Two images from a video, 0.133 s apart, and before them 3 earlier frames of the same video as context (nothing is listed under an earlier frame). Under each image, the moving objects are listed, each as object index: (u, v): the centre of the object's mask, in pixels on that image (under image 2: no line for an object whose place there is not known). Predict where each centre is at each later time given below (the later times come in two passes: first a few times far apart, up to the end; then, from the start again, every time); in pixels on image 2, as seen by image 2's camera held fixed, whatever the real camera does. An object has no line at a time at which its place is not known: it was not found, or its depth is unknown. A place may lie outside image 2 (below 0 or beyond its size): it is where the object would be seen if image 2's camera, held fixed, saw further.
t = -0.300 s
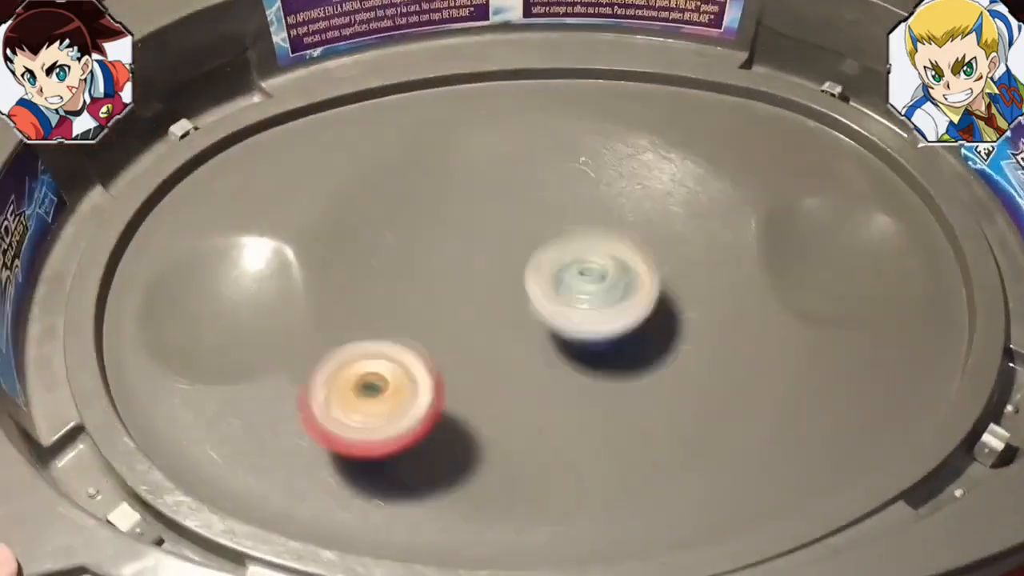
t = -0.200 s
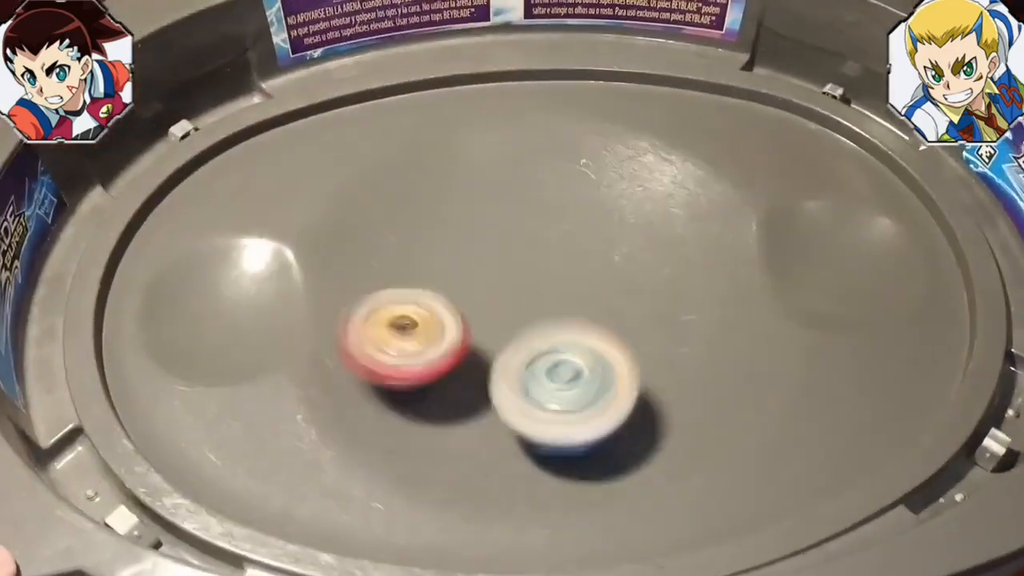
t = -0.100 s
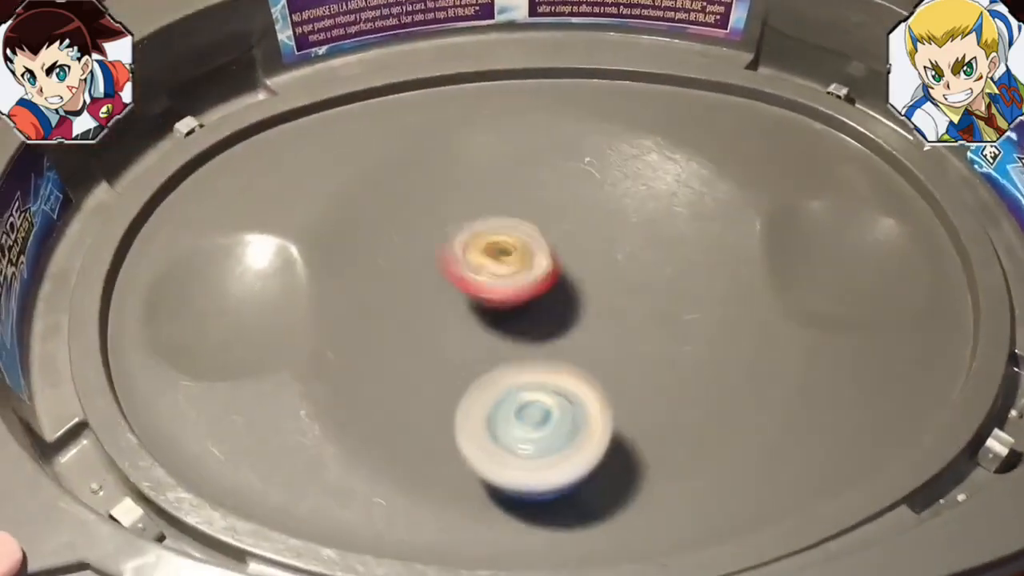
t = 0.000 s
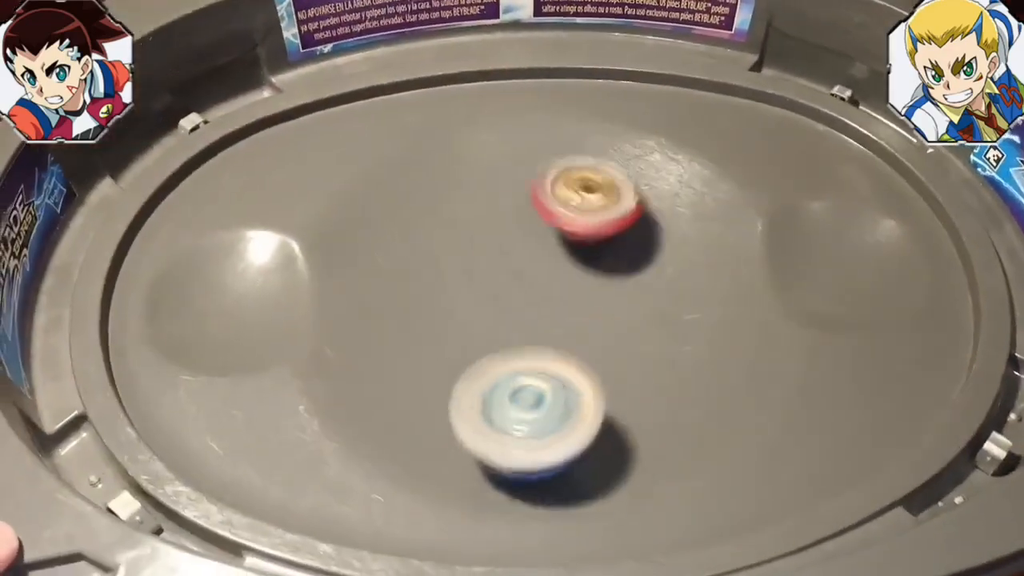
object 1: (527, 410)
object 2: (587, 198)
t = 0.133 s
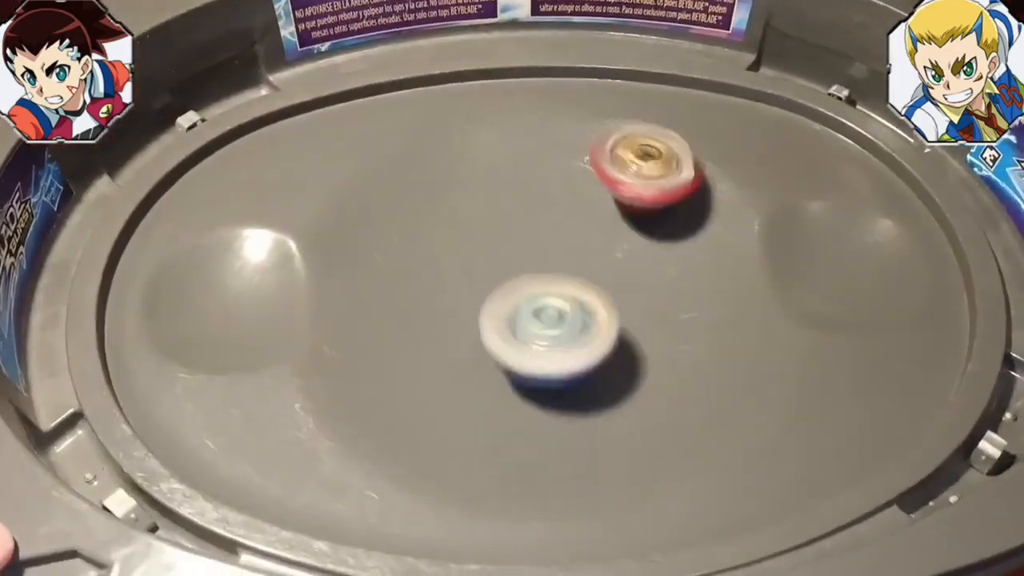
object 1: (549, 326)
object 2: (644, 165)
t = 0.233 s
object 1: (547, 258)
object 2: (640, 183)
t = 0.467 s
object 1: (365, 229)
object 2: (809, 143)
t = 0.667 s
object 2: (876, 281)
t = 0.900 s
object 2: (827, 201)
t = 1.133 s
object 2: (702, 187)
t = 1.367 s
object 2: (485, 257)
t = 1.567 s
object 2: (615, 324)
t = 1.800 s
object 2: (792, 222)
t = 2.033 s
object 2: (847, 258)
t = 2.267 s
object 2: (480, 345)
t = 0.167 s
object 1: (552, 300)
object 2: (646, 169)
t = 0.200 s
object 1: (553, 276)
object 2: (643, 181)
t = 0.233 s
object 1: (547, 258)
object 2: (640, 183)
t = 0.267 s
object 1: (513, 245)
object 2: (673, 150)
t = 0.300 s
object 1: (480, 238)
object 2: (710, 134)
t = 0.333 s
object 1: (447, 232)
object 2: (742, 137)
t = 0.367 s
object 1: (419, 225)
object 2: (768, 161)
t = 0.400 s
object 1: (394, 224)
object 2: (787, 156)
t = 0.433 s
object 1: (374, 226)
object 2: (802, 138)
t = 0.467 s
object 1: (365, 229)
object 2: (809, 143)
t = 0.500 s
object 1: (359, 242)
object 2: (810, 169)
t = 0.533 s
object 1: (365, 255)
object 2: (811, 207)
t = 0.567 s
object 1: (379, 274)
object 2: (829, 230)
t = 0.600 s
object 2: (845, 253)
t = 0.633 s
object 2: (863, 270)
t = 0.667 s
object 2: (876, 281)
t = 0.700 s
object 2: (885, 283)
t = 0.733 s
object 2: (888, 282)
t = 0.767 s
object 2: (886, 278)
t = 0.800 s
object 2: (878, 262)
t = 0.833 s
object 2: (863, 244)
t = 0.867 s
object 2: (847, 224)
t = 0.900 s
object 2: (827, 201)
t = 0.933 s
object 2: (810, 185)
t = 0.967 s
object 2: (791, 178)
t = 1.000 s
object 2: (773, 176)
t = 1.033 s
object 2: (752, 177)
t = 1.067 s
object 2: (724, 182)
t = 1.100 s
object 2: (712, 178)
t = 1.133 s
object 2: (702, 187)
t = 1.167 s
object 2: (680, 191)
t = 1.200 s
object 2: (653, 205)
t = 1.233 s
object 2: (620, 214)
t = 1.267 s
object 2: (583, 226)
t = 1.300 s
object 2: (547, 235)
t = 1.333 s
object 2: (514, 244)
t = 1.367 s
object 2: (485, 257)
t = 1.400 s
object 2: (462, 271)
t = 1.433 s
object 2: (449, 285)
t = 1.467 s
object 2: (468, 299)
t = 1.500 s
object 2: (513, 314)
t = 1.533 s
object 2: (561, 321)
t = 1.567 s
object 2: (615, 324)
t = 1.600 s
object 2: (664, 320)
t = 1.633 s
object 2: (706, 307)
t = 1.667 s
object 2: (740, 291)
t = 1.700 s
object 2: (760, 271)
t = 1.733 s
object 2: (772, 255)
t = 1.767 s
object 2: (782, 236)
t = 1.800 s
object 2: (792, 222)
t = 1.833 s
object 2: (809, 213)
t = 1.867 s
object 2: (839, 209)
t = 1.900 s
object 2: (932, 190)
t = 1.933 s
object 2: (923, 189)
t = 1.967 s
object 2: (906, 209)
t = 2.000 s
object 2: (878, 256)
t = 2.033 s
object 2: (847, 258)
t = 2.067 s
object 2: (816, 259)
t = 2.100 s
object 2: (773, 280)
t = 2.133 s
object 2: (725, 314)
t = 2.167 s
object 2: (667, 320)
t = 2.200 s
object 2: (606, 340)
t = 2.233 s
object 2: (541, 347)
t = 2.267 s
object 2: (480, 345)
